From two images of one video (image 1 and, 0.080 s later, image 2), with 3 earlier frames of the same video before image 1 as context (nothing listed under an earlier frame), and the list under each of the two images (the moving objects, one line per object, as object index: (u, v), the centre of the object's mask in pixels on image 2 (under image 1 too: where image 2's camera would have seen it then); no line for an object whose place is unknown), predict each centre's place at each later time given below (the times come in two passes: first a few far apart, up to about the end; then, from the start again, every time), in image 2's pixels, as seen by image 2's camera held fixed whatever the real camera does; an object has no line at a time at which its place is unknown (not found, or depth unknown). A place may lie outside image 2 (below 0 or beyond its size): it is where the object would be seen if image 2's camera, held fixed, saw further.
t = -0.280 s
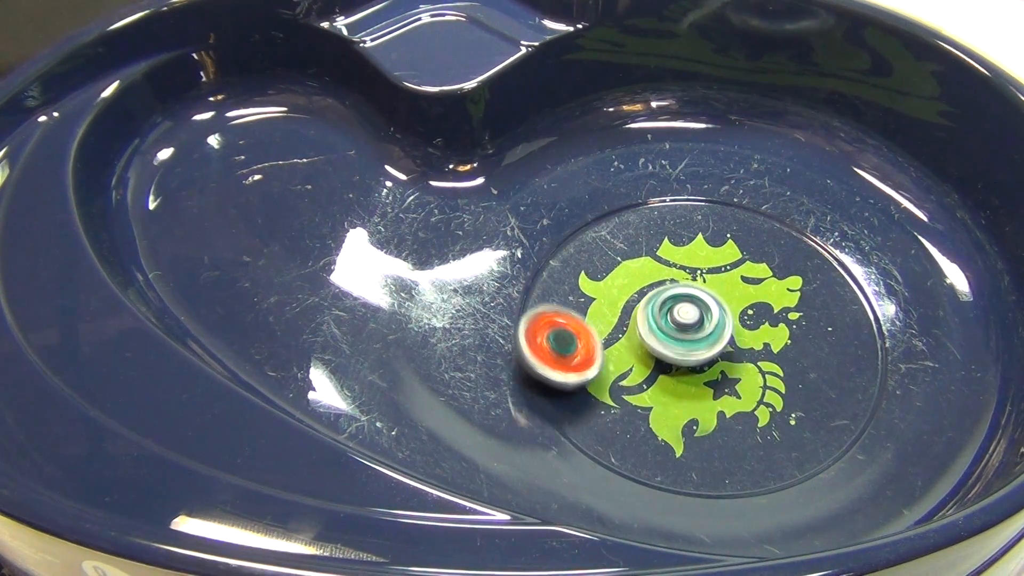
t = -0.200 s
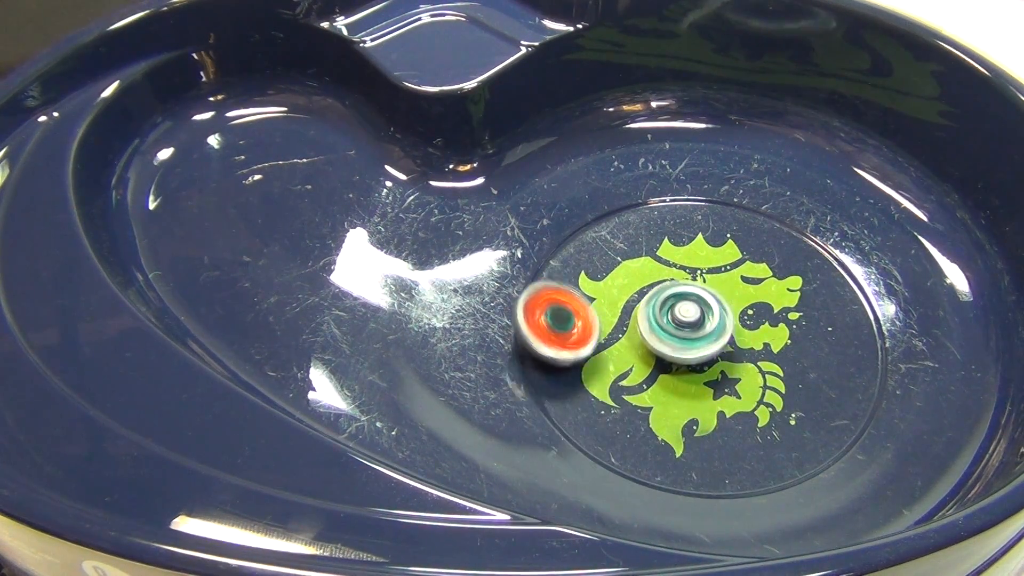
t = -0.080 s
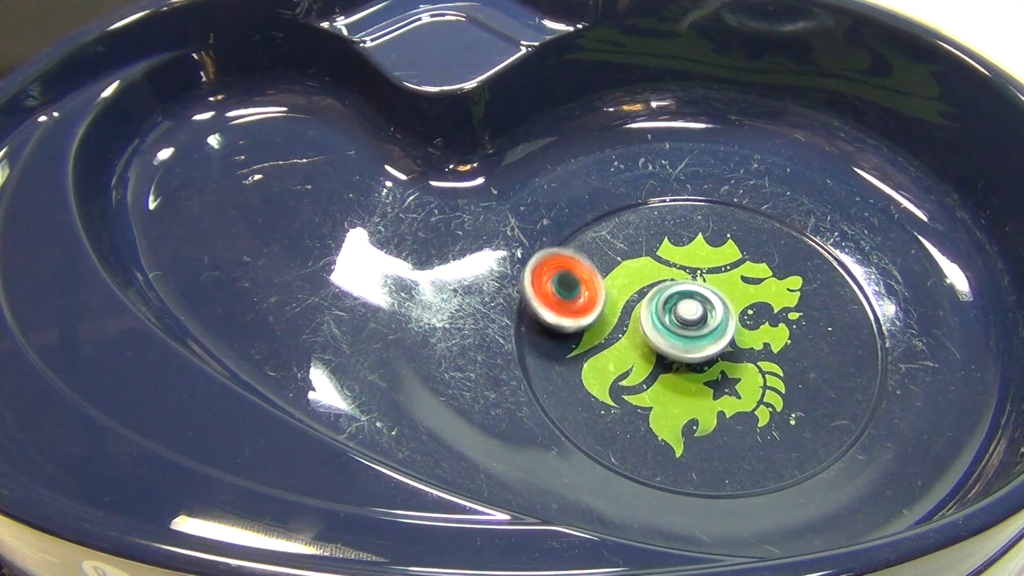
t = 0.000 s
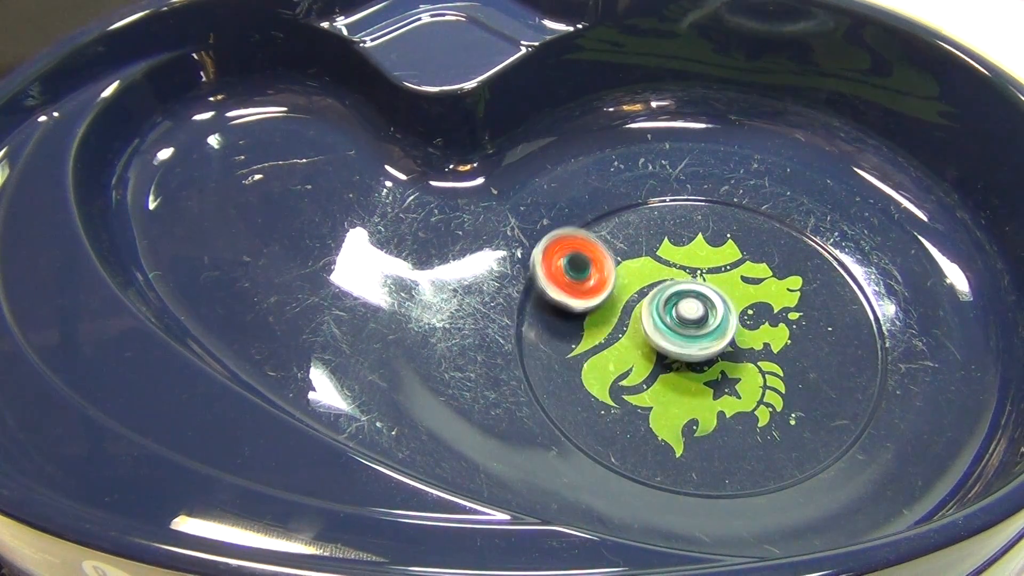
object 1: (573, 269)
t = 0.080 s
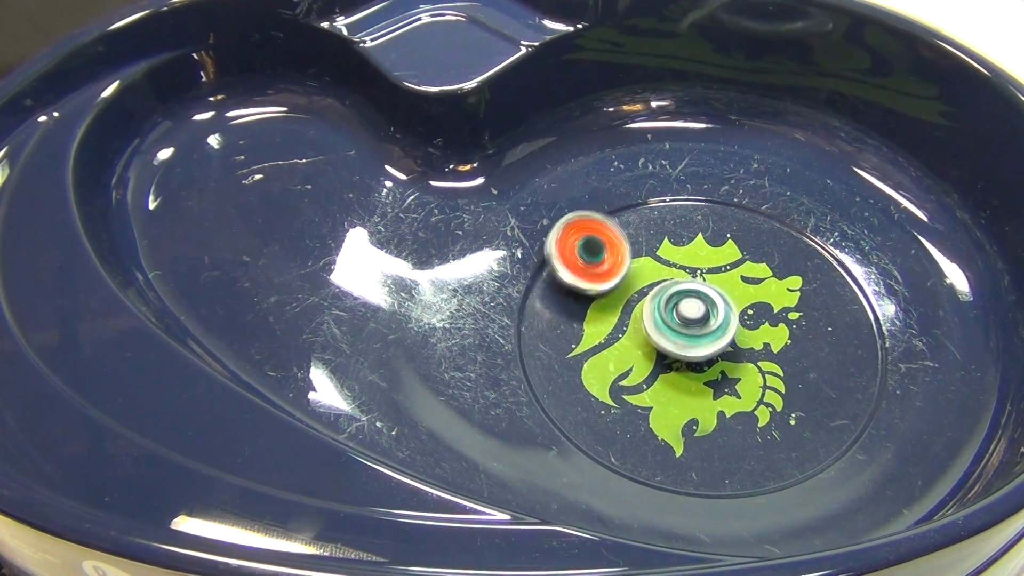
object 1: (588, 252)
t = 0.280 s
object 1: (640, 225)
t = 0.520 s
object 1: (714, 227)
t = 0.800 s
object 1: (790, 272)
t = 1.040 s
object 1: (816, 337)
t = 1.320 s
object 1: (780, 409)
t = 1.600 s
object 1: (688, 432)
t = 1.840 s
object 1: (610, 398)
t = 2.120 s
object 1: (570, 325)
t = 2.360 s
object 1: (587, 266)
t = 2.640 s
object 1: (652, 229)
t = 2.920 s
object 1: (735, 242)
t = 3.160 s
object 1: (787, 289)
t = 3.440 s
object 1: (797, 364)
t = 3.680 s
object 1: (751, 413)
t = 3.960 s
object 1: (660, 417)
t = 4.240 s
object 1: (591, 363)
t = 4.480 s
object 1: (583, 302)
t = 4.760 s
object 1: (626, 249)
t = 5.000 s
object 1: (690, 238)
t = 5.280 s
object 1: (762, 272)
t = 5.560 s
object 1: (791, 337)
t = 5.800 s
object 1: (764, 390)
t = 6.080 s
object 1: (686, 411)
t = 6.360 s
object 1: (612, 373)
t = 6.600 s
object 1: (590, 317)
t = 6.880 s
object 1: (620, 260)
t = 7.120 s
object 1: (677, 244)
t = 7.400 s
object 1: (745, 269)
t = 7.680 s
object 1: (791, 320)
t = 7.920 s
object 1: (781, 371)
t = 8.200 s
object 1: (715, 399)
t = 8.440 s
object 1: (662, 426)
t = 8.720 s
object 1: (617, 386)
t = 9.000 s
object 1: (544, 324)
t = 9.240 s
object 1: (556, 291)
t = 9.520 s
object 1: (619, 277)
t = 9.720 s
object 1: (631, 268)
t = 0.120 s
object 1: (597, 245)
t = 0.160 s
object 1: (607, 238)
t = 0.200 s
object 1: (617, 233)
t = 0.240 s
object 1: (628, 229)
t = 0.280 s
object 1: (640, 225)
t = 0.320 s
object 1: (651, 223)
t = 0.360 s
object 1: (664, 221)
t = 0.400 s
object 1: (676, 221)
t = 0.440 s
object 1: (689, 222)
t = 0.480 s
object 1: (702, 224)
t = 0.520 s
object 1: (714, 227)
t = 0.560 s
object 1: (727, 230)
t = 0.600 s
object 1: (738, 235)
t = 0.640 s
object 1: (750, 241)
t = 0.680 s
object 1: (761, 247)
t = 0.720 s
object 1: (772, 255)
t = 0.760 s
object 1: (781, 263)
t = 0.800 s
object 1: (790, 272)
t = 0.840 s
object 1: (798, 282)
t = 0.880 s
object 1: (804, 292)
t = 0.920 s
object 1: (809, 303)
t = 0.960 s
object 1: (812, 314)
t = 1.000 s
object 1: (815, 326)
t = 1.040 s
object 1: (816, 337)
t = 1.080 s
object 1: (815, 348)
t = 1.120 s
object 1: (813, 360)
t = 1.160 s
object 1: (809, 371)
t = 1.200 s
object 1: (804, 381)
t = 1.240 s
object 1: (798, 391)
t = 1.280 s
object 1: (790, 400)
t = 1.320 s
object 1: (780, 409)
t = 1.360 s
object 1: (770, 416)
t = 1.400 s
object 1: (758, 422)
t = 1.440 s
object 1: (745, 427)
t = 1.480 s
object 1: (732, 430)
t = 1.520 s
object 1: (718, 432)
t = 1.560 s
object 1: (703, 433)
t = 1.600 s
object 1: (688, 432)
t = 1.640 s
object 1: (674, 430)
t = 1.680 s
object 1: (659, 425)
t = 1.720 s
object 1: (646, 421)
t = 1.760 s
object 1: (634, 415)
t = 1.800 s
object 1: (621, 407)
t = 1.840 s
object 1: (610, 398)
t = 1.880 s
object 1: (600, 389)
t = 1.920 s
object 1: (592, 379)
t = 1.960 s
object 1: (585, 369)
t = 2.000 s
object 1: (579, 358)
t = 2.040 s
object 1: (574, 347)
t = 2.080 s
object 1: (571, 336)
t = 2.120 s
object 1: (570, 325)
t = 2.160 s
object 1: (569, 315)
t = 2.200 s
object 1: (571, 304)
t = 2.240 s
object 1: (573, 293)
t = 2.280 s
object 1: (576, 284)
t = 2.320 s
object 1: (581, 274)
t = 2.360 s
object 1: (587, 266)
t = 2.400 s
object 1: (594, 258)
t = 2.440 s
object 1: (601, 251)
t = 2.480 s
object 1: (611, 244)
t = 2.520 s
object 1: (620, 239)
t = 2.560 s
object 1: (630, 235)
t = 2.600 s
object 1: (641, 232)
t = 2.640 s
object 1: (652, 229)
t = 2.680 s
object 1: (664, 228)
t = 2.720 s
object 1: (676, 227)
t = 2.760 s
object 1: (688, 229)
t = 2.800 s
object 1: (700, 231)
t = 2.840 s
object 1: (712, 233)
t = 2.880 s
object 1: (723, 237)
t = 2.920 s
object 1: (735, 242)
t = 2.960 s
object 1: (745, 248)
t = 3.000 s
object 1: (756, 255)
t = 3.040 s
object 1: (765, 262)
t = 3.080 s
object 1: (774, 271)
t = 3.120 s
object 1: (781, 280)
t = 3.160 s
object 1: (787, 289)
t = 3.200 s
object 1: (793, 299)
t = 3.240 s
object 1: (797, 310)
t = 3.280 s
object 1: (800, 321)
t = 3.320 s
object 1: (801, 332)
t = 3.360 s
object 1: (801, 343)
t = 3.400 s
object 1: (800, 353)
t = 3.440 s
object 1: (797, 364)
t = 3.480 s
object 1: (793, 374)
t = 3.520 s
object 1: (787, 384)
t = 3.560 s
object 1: (779, 392)
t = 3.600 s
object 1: (771, 400)
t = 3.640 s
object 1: (761, 408)
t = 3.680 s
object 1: (751, 413)
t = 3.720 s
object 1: (738, 418)
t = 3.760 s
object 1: (726, 422)
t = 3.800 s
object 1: (713, 423)
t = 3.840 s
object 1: (700, 424)
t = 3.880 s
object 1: (686, 423)
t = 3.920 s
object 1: (673, 421)
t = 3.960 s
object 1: (660, 417)
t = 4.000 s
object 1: (648, 412)
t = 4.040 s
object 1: (636, 407)
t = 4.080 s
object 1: (625, 399)
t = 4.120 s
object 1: (614, 391)
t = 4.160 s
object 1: (605, 382)
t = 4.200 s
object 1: (598, 373)
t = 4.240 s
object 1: (591, 363)
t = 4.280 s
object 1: (587, 353)
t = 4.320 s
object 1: (584, 343)
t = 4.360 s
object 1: (581, 333)
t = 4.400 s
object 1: (580, 322)
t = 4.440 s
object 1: (581, 312)
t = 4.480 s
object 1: (583, 302)
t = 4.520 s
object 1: (586, 293)
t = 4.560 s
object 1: (590, 284)
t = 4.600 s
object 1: (595, 275)
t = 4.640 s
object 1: (601, 267)
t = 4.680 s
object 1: (608, 261)
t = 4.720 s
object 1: (617, 254)
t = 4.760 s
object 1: (626, 249)
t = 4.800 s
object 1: (636, 245)
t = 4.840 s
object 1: (646, 242)
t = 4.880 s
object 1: (657, 239)
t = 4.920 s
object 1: (668, 238)
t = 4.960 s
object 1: (679, 237)
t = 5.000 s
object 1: (690, 238)
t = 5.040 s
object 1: (701, 240)
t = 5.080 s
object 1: (712, 243)
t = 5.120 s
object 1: (723, 247)
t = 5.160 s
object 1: (734, 252)
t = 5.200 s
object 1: (744, 257)
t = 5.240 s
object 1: (753, 264)
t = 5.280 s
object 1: (762, 272)
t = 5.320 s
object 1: (769, 279)
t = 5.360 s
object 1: (776, 288)
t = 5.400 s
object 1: (781, 297)
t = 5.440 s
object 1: (786, 307)
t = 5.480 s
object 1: (789, 316)
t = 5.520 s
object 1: (790, 327)
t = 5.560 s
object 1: (791, 337)
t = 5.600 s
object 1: (790, 347)
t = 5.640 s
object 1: (787, 356)
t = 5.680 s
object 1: (784, 366)
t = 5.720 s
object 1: (778, 375)
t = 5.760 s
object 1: (772, 384)
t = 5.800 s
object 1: (764, 390)
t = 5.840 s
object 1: (756, 397)
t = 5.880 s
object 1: (745, 403)
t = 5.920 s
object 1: (734, 408)
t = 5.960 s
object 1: (723, 410)
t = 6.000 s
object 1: (711, 412)
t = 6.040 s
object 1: (698, 413)
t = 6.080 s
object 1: (686, 411)
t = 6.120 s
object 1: (674, 410)
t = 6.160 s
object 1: (662, 406)
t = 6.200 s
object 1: (651, 402)
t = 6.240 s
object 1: (640, 396)
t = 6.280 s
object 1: (629, 389)
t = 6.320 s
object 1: (620, 382)
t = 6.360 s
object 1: (612, 373)
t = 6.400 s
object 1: (605, 365)
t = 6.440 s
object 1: (599, 356)
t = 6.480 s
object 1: (595, 345)
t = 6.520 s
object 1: (592, 337)
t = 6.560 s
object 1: (590, 327)
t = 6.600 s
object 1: (590, 317)
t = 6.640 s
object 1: (591, 307)
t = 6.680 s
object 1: (592, 298)
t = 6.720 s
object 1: (596, 289)
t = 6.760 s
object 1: (600, 281)
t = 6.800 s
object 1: (606, 273)
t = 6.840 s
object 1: (612, 266)
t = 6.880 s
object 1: (620, 260)
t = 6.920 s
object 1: (628, 255)
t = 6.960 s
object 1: (637, 251)
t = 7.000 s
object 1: (646, 248)
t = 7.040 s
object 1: (656, 245)
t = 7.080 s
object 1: (666, 244)
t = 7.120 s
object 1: (677, 244)
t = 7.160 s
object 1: (687, 244)
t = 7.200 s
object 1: (698, 246)
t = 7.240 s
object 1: (708, 249)
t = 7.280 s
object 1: (718, 253)
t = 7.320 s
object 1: (728, 257)
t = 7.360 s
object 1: (737, 263)
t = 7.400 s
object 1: (745, 269)
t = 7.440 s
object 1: (753, 276)
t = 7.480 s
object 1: (763, 282)
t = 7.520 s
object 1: (773, 288)
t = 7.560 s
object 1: (779, 296)
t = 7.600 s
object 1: (784, 303)
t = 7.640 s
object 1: (789, 312)
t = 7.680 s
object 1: (791, 320)
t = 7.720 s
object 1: (793, 329)
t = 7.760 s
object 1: (793, 338)
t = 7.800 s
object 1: (792, 347)
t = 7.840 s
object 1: (790, 355)
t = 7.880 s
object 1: (786, 364)
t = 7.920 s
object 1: (781, 371)
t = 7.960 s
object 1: (775, 378)
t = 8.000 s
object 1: (767, 384)
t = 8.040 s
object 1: (758, 389)
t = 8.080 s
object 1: (749, 393)
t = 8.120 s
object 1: (738, 397)
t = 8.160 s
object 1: (727, 398)
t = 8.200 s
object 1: (715, 399)
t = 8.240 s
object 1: (703, 399)
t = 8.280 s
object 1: (693, 403)
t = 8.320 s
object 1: (687, 422)
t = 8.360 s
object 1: (679, 428)
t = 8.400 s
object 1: (671, 428)
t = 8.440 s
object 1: (662, 426)
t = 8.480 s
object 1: (653, 424)
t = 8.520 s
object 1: (646, 420)
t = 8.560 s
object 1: (639, 415)
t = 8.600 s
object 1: (632, 409)
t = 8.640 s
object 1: (626, 402)
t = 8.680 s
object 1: (621, 394)
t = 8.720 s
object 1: (617, 386)
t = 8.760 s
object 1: (614, 377)
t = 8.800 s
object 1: (612, 368)
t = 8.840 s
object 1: (612, 359)
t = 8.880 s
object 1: (612, 350)
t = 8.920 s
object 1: (581, 341)
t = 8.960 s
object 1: (557, 332)
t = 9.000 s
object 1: (544, 324)
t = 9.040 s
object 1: (541, 317)
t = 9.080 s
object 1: (542, 311)
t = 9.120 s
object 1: (543, 306)
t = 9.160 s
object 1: (546, 300)
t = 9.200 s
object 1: (551, 296)
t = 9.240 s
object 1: (556, 291)
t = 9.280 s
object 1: (563, 287)
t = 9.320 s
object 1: (570, 284)
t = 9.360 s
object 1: (579, 281)
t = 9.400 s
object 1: (588, 279)
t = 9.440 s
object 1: (598, 278)
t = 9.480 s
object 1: (608, 277)
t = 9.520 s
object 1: (619, 277)
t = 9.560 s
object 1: (615, 270)
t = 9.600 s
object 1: (614, 265)
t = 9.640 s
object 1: (618, 265)
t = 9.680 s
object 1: (625, 266)
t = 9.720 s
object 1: (631, 268)
